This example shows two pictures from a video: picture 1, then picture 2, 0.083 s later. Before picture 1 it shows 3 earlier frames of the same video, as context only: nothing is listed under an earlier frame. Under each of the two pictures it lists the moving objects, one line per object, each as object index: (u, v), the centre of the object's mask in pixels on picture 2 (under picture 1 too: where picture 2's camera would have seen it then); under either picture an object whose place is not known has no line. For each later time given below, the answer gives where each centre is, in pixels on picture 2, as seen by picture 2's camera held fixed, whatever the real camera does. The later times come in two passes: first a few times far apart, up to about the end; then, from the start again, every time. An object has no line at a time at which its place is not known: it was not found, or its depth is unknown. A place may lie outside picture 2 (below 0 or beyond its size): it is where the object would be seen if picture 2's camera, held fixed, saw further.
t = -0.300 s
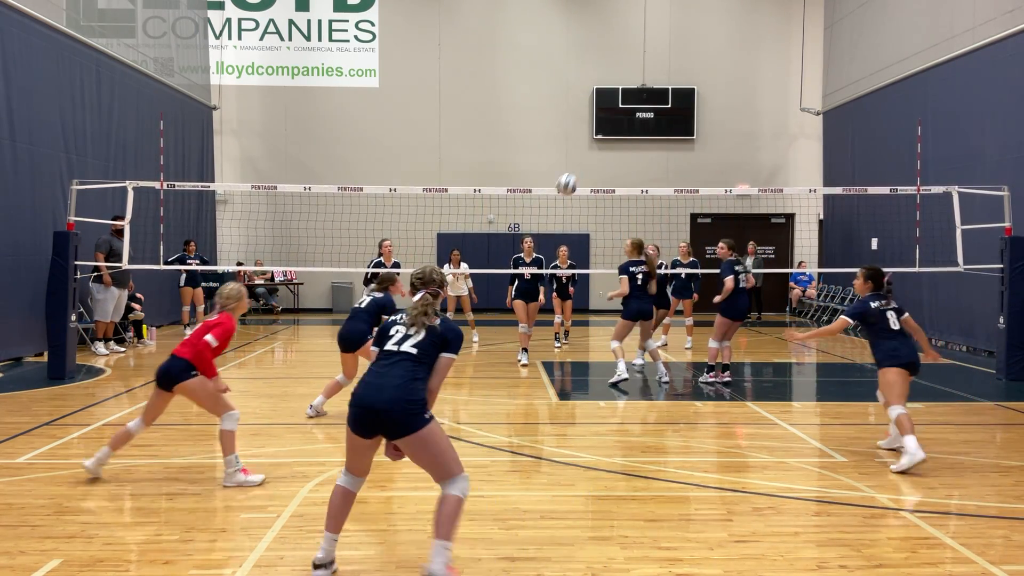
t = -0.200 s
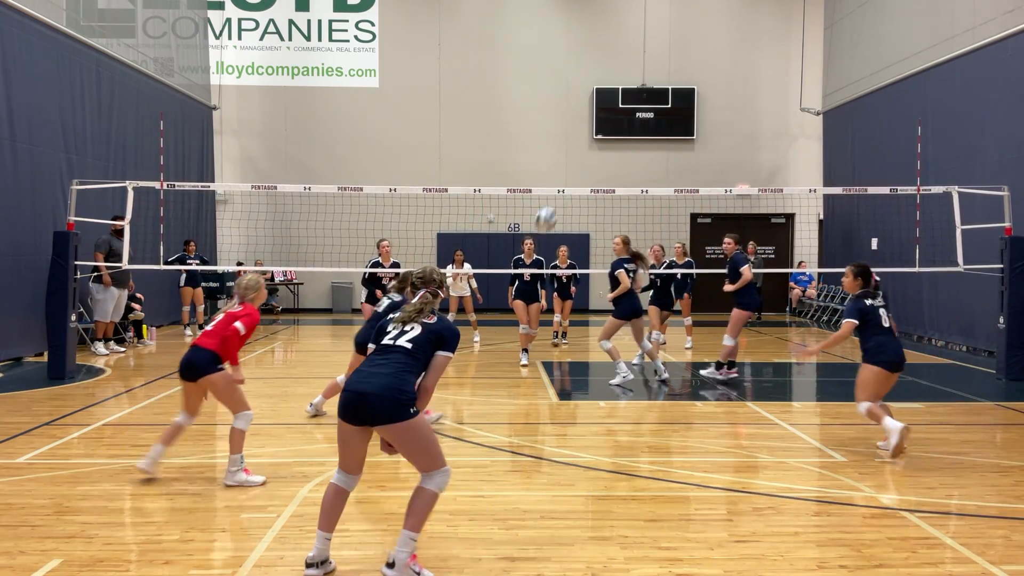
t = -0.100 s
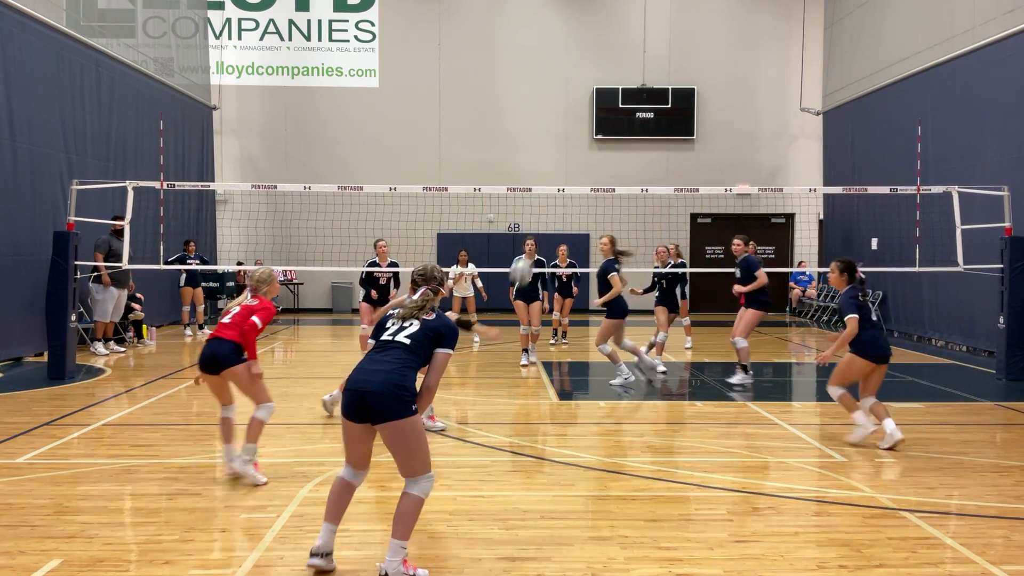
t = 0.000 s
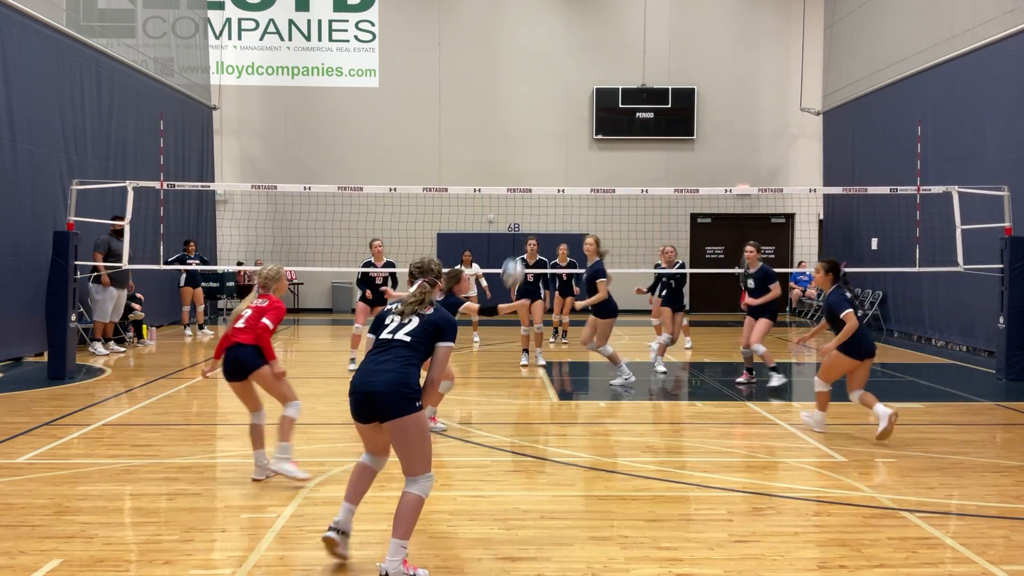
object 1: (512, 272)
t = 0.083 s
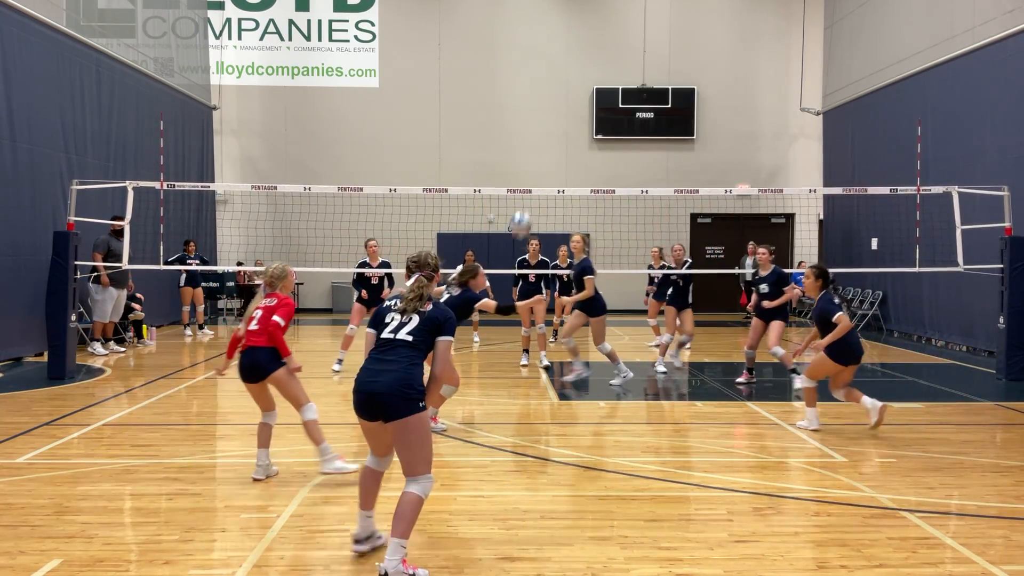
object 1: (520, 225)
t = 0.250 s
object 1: (534, 158)
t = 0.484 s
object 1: (550, 121)
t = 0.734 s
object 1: (563, 142)
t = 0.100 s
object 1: (522, 216)
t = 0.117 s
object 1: (523, 208)
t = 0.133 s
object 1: (525, 200)
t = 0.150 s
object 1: (527, 192)
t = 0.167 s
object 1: (528, 185)
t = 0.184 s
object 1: (529, 180)
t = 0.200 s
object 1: (530, 174)
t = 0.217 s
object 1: (532, 168)
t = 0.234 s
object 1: (533, 162)
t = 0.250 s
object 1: (534, 158)
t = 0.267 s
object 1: (536, 153)
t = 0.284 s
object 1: (537, 149)
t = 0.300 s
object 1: (538, 145)
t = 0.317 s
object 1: (539, 141)
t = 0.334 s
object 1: (540, 137)
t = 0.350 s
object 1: (542, 134)
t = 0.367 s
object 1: (542, 132)
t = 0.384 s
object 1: (544, 129)
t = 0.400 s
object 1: (545, 127)
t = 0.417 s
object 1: (546, 125)
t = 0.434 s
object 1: (547, 124)
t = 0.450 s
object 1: (548, 122)
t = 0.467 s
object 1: (549, 121)
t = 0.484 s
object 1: (550, 121)
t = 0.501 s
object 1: (551, 121)
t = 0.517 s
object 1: (552, 120)
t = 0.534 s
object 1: (553, 121)
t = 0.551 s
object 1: (554, 121)
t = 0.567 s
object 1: (555, 122)
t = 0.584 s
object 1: (555, 123)
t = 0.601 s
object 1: (556, 124)
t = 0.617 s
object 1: (557, 125)
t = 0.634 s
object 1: (558, 127)
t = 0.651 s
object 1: (559, 129)
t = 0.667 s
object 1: (560, 131)
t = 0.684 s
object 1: (561, 133)
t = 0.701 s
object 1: (562, 136)
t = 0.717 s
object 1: (562, 139)
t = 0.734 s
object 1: (563, 142)
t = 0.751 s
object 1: (564, 146)
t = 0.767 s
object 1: (565, 149)
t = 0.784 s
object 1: (566, 153)
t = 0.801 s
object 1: (566, 157)
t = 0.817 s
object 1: (567, 162)
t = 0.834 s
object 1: (568, 166)
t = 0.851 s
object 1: (568, 171)
